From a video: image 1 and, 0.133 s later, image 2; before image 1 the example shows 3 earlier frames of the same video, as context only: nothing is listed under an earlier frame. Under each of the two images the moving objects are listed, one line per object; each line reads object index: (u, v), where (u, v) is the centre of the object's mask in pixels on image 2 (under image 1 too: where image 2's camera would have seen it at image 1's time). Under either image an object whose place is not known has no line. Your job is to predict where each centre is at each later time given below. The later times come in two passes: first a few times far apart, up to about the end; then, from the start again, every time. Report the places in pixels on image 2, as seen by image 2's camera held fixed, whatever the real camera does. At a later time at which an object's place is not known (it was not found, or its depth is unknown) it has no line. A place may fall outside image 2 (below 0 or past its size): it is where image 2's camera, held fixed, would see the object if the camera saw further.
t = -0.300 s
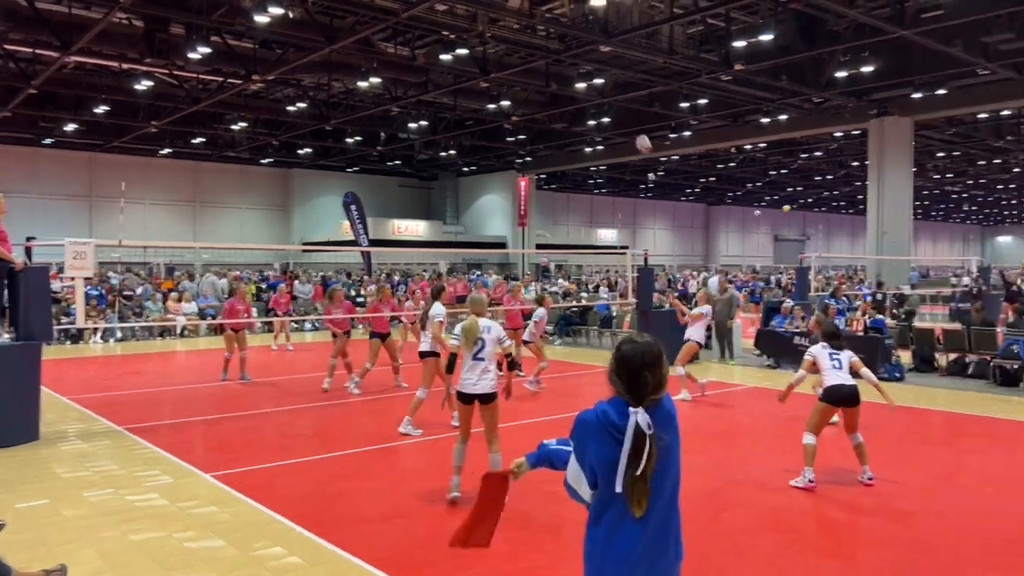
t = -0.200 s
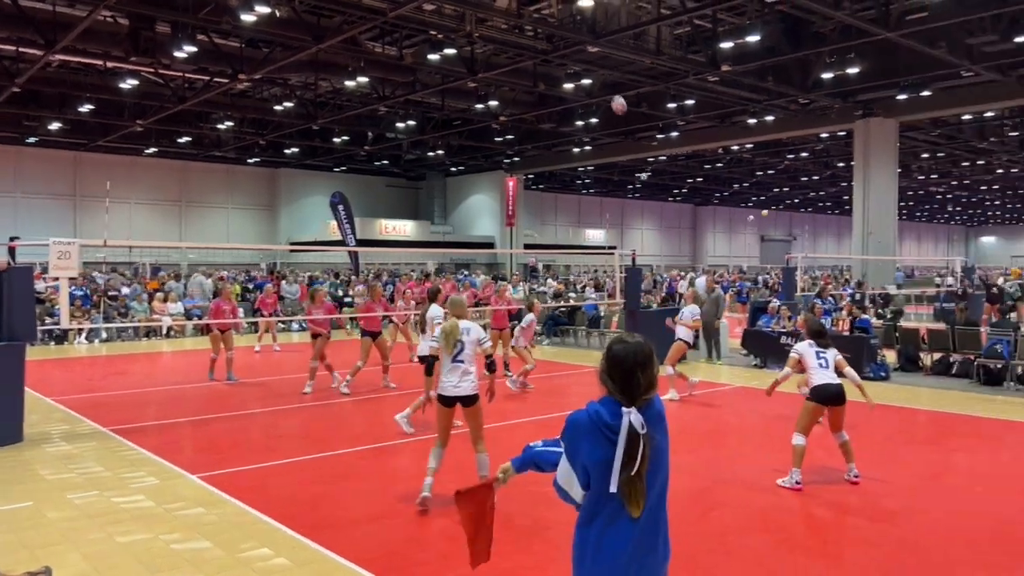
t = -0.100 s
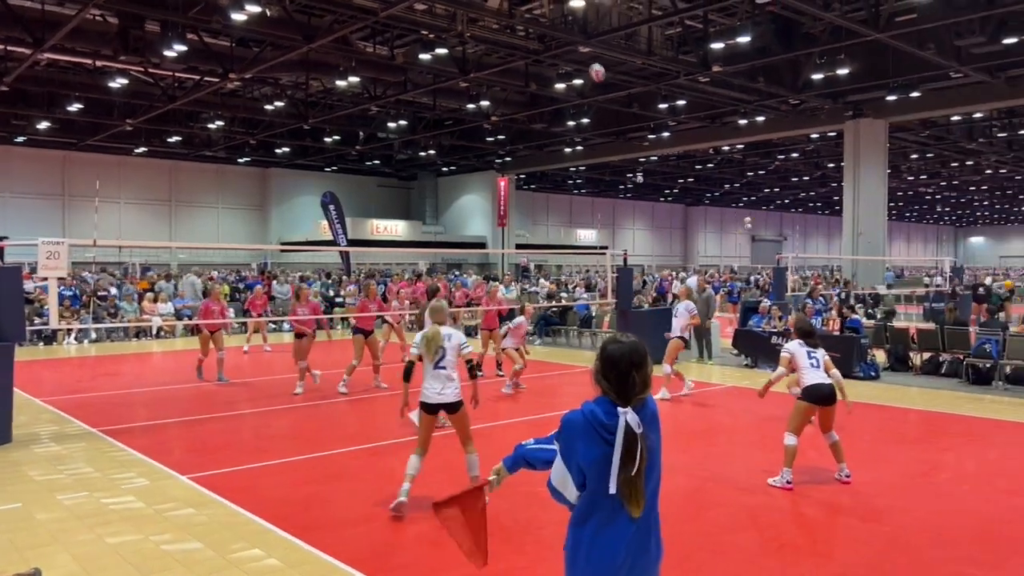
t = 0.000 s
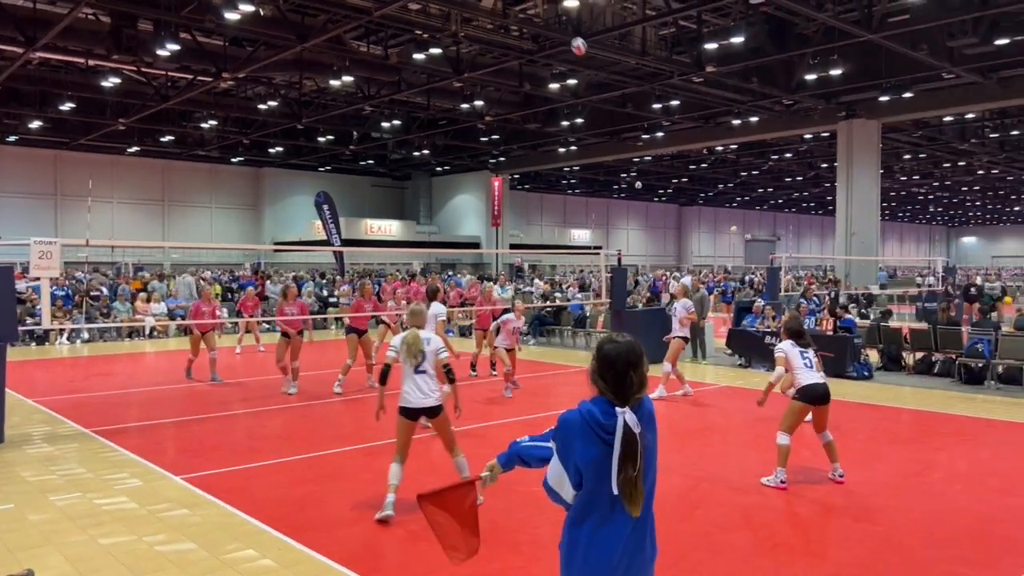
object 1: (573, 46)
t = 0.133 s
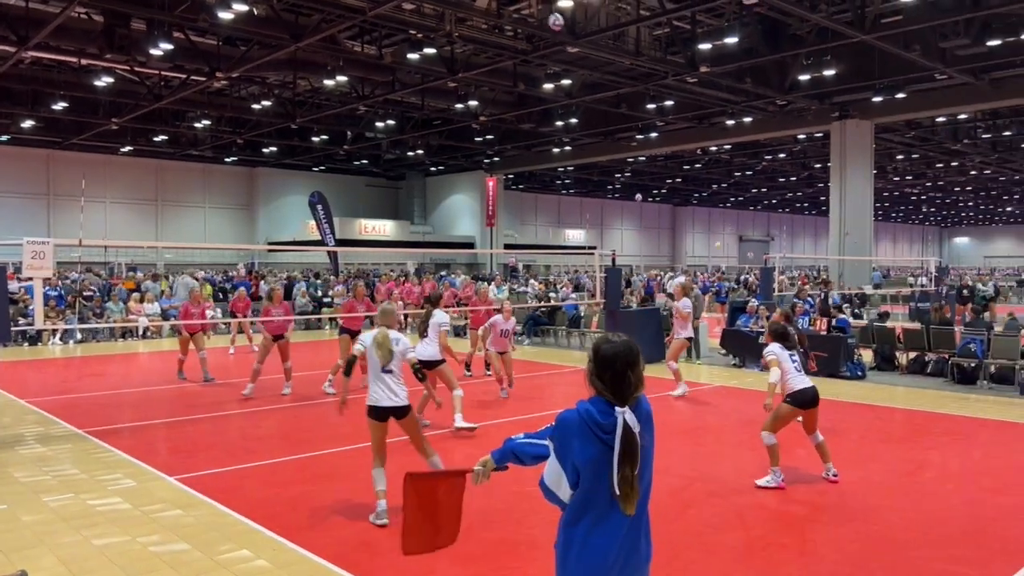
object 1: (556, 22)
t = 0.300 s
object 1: (534, 7)
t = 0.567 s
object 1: (497, 26)
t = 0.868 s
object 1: (456, 110)
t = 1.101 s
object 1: (423, 221)
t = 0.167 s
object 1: (551, 17)
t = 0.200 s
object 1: (546, 14)
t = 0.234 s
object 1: (542, 10)
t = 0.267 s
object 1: (538, 8)
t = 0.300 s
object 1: (534, 7)
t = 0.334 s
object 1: (529, 7)
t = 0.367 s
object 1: (525, 7)
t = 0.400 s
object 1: (520, 9)
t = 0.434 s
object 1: (515, 10)
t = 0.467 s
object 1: (511, 13)
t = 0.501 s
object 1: (506, 17)
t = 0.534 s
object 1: (502, 21)
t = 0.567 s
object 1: (497, 26)
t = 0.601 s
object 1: (493, 32)
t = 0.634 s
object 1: (488, 39)
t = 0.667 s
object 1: (483, 47)
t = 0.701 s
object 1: (479, 55)
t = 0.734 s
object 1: (474, 65)
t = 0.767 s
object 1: (469, 75)
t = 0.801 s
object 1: (465, 85)
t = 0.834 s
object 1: (461, 96)
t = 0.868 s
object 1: (456, 110)
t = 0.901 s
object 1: (452, 124)
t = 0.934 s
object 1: (447, 139)
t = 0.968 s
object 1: (442, 153)
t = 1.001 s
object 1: (437, 169)
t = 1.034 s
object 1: (432, 187)
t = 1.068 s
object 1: (428, 204)
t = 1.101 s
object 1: (423, 221)
